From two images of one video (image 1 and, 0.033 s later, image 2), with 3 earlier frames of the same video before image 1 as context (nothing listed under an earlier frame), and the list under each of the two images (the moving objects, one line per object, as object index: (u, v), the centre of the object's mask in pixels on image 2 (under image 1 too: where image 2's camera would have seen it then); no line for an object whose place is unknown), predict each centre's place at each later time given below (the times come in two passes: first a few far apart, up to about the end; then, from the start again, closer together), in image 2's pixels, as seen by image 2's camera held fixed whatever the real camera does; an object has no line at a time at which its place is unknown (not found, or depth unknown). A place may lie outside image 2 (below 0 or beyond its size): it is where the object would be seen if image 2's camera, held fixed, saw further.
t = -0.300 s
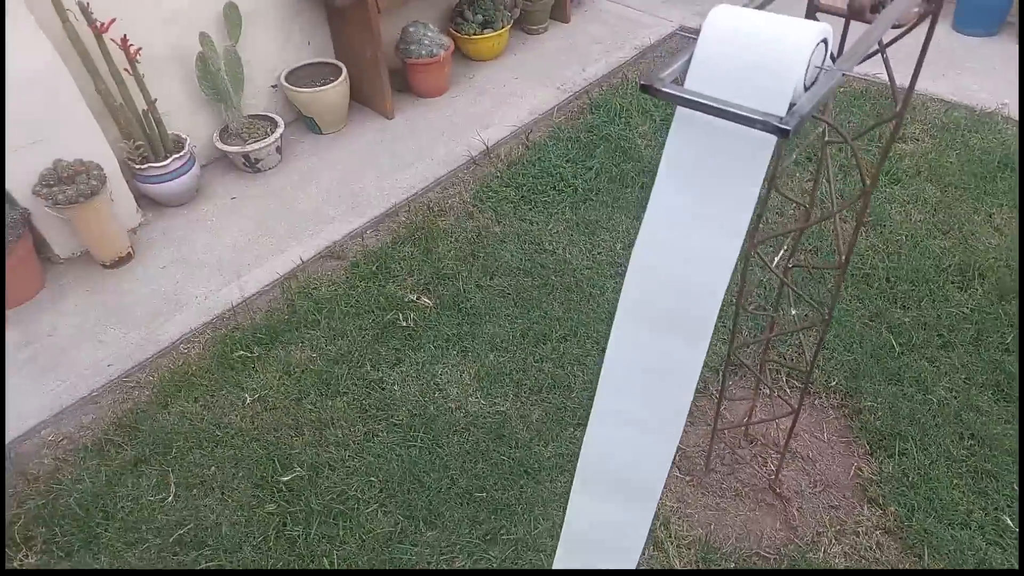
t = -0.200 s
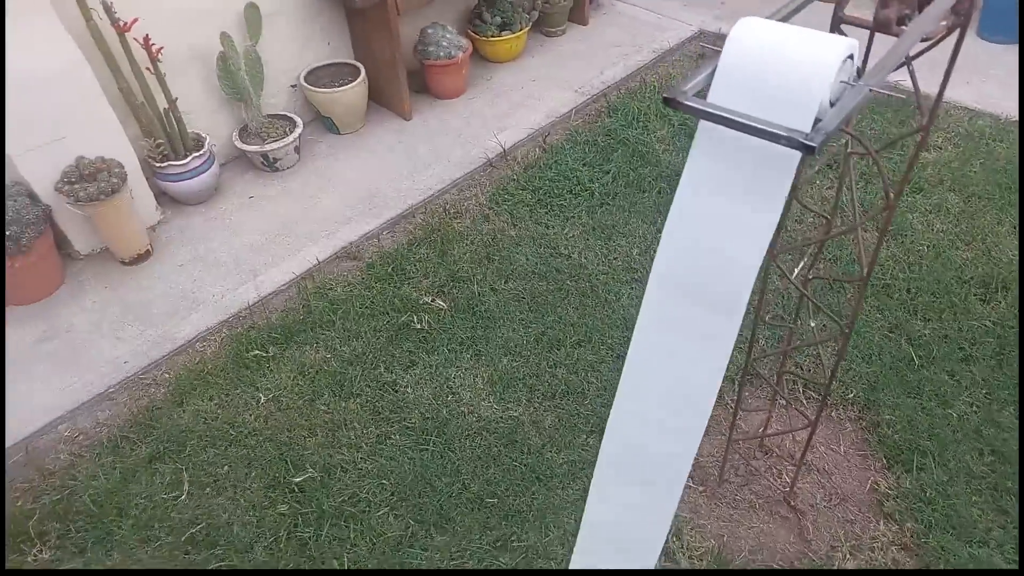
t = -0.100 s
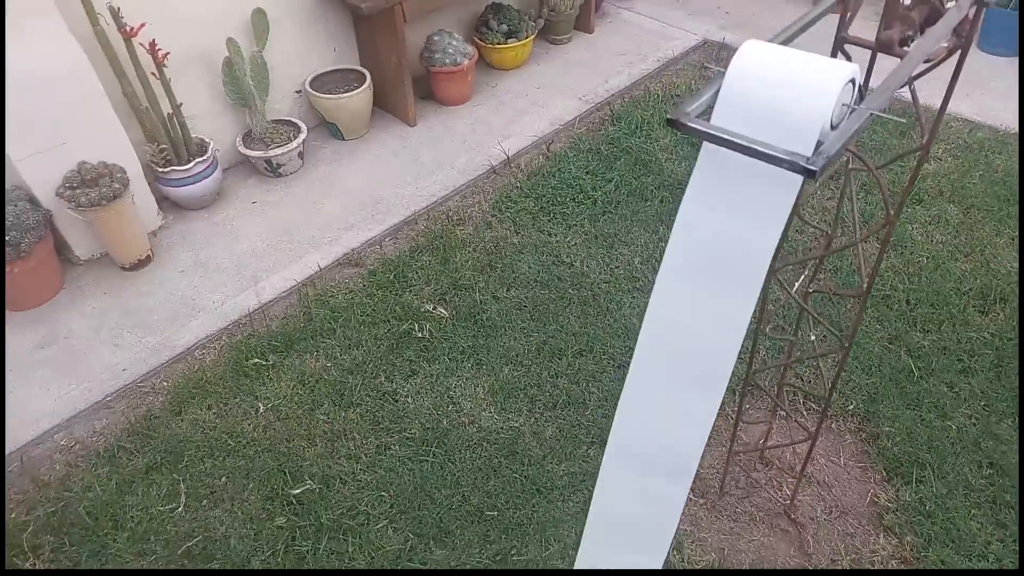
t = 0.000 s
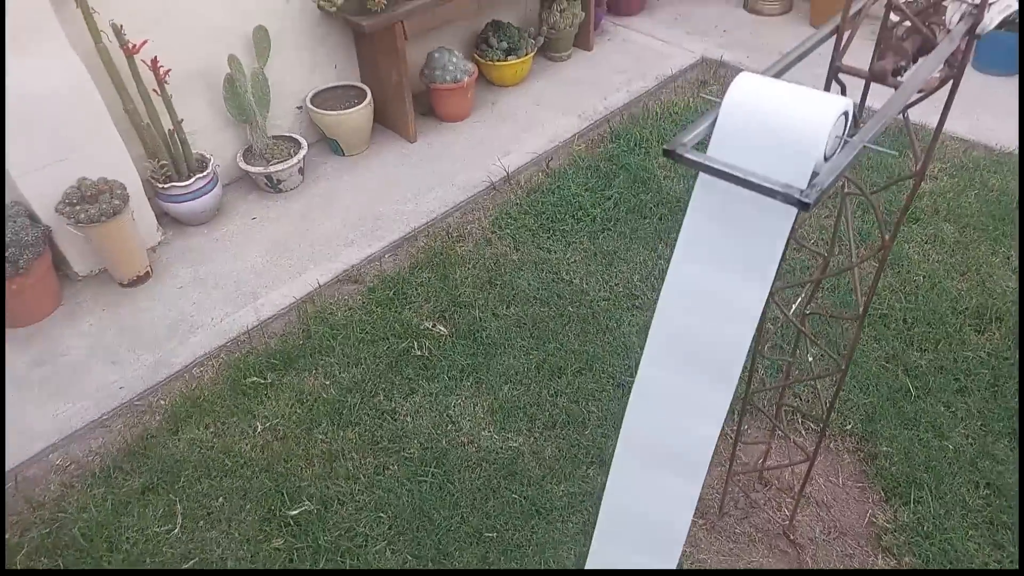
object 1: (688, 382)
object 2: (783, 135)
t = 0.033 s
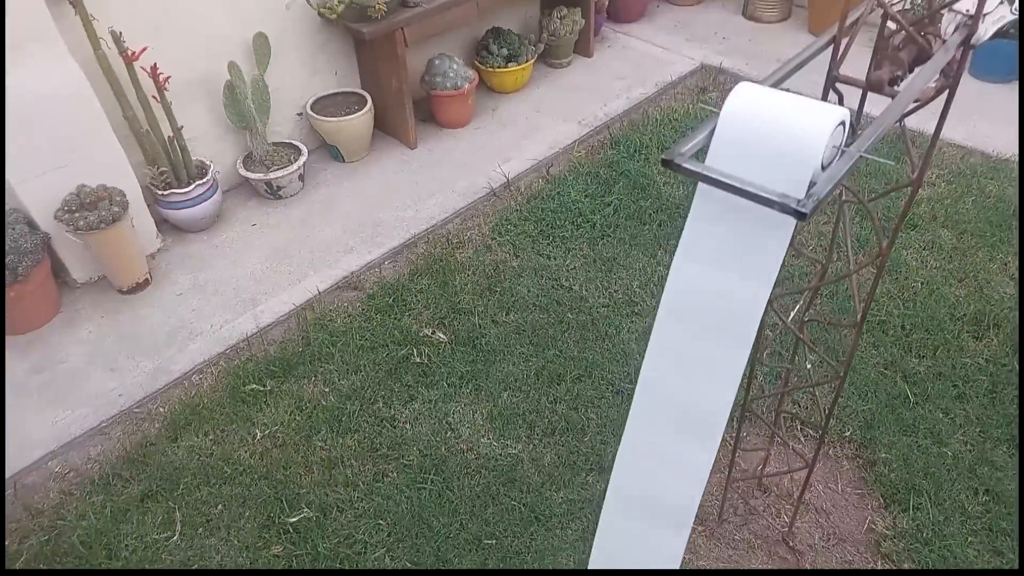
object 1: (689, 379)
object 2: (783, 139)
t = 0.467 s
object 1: (707, 371)
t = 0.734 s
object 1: (722, 369)
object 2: (800, 138)
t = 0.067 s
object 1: (692, 378)
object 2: (780, 139)
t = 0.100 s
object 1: (694, 376)
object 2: (781, 141)
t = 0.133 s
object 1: (694, 375)
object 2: (779, 144)
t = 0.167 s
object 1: (697, 375)
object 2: (782, 144)
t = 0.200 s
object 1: (703, 373)
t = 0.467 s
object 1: (707, 371)
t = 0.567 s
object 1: (715, 374)
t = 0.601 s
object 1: (716, 373)
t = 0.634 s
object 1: (718, 372)
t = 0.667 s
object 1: (722, 370)
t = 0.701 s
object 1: (720, 370)
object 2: (797, 139)
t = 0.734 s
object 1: (722, 369)
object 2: (800, 138)
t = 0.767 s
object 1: (724, 367)
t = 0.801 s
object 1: (723, 369)
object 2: (800, 141)
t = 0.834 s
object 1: (724, 367)
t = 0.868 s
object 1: (726, 367)
